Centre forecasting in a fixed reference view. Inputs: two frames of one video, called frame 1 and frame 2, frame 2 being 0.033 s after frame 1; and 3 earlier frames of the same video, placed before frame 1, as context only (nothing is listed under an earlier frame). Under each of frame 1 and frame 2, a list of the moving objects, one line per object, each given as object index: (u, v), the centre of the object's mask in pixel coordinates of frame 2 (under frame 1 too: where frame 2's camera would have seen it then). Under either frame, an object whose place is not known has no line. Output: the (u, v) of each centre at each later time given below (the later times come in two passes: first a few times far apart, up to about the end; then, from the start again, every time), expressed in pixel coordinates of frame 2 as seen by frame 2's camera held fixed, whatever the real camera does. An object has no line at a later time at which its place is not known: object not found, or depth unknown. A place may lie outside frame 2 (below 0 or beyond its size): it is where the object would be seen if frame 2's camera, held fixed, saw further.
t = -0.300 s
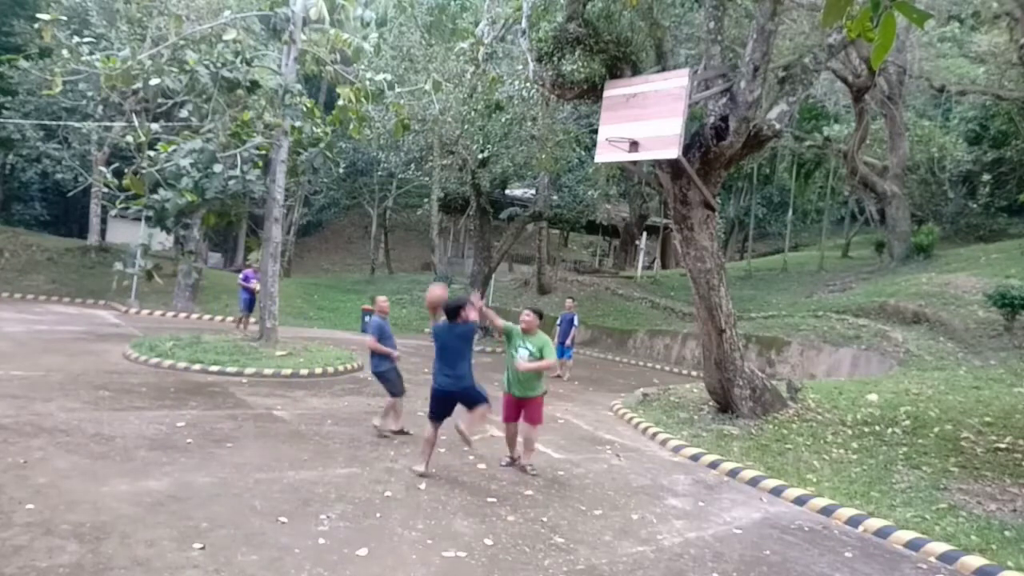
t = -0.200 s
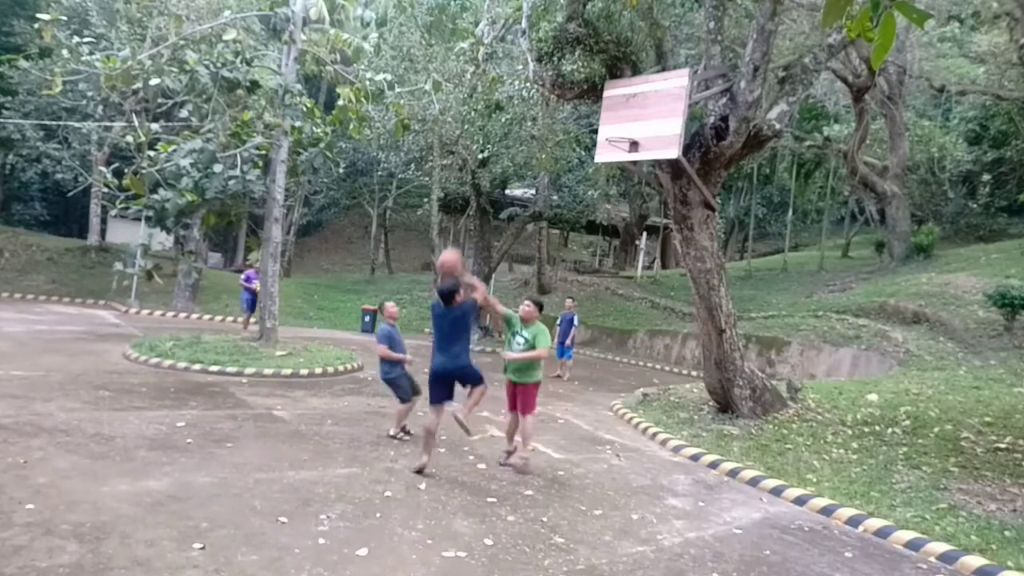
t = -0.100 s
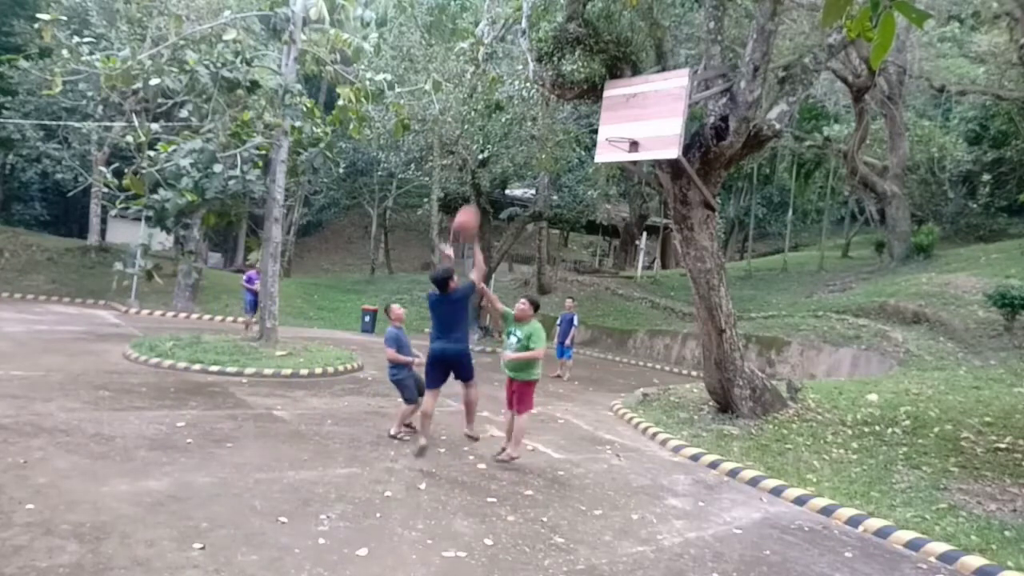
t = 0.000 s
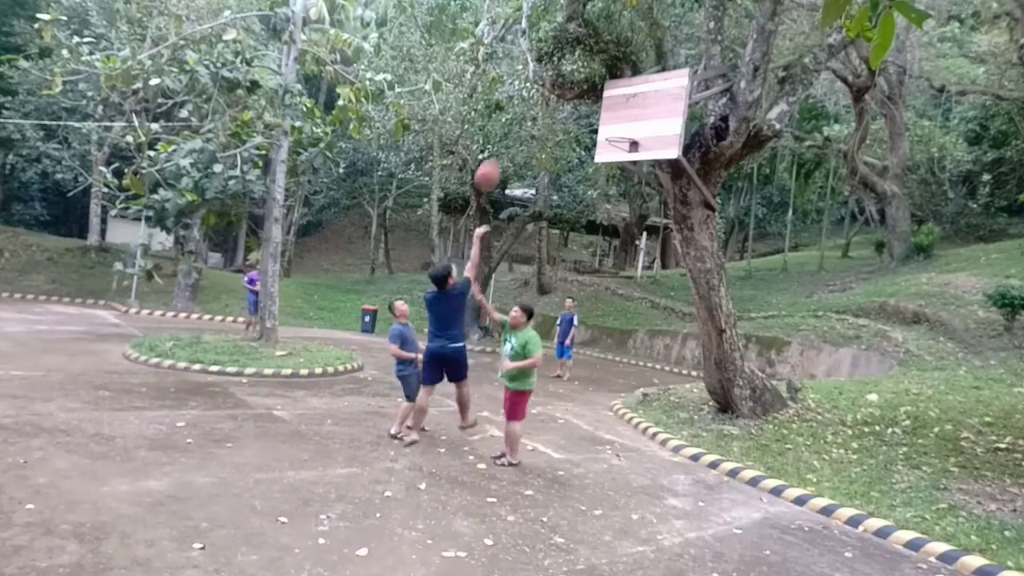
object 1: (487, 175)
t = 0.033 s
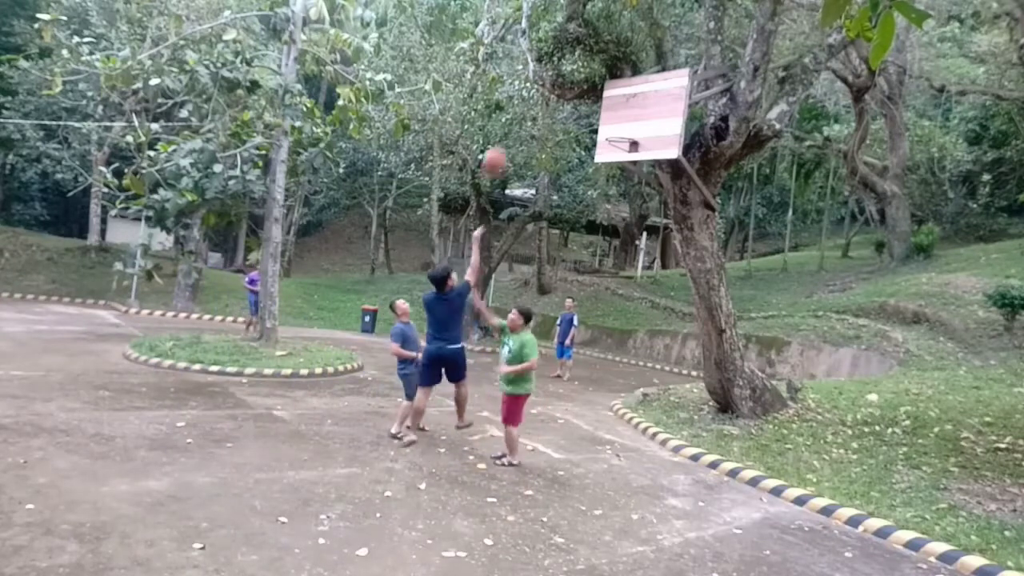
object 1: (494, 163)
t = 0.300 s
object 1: (544, 99)
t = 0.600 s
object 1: (583, 114)
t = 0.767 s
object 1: (599, 156)
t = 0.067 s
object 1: (501, 150)
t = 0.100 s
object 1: (508, 139)
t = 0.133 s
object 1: (514, 129)
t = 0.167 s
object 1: (520, 121)
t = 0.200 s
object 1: (527, 114)
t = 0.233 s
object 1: (532, 108)
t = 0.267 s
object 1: (538, 104)
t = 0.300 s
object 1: (544, 99)
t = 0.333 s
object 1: (549, 97)
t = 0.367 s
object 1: (553, 96)
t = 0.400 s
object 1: (557, 95)
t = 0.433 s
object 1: (562, 95)
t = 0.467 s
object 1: (567, 97)
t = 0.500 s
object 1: (571, 100)
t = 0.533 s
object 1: (575, 103)
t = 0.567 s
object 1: (579, 108)
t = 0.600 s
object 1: (583, 114)
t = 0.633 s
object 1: (586, 121)
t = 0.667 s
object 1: (590, 128)
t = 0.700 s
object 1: (592, 137)
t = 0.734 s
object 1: (596, 146)
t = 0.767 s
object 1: (599, 156)
